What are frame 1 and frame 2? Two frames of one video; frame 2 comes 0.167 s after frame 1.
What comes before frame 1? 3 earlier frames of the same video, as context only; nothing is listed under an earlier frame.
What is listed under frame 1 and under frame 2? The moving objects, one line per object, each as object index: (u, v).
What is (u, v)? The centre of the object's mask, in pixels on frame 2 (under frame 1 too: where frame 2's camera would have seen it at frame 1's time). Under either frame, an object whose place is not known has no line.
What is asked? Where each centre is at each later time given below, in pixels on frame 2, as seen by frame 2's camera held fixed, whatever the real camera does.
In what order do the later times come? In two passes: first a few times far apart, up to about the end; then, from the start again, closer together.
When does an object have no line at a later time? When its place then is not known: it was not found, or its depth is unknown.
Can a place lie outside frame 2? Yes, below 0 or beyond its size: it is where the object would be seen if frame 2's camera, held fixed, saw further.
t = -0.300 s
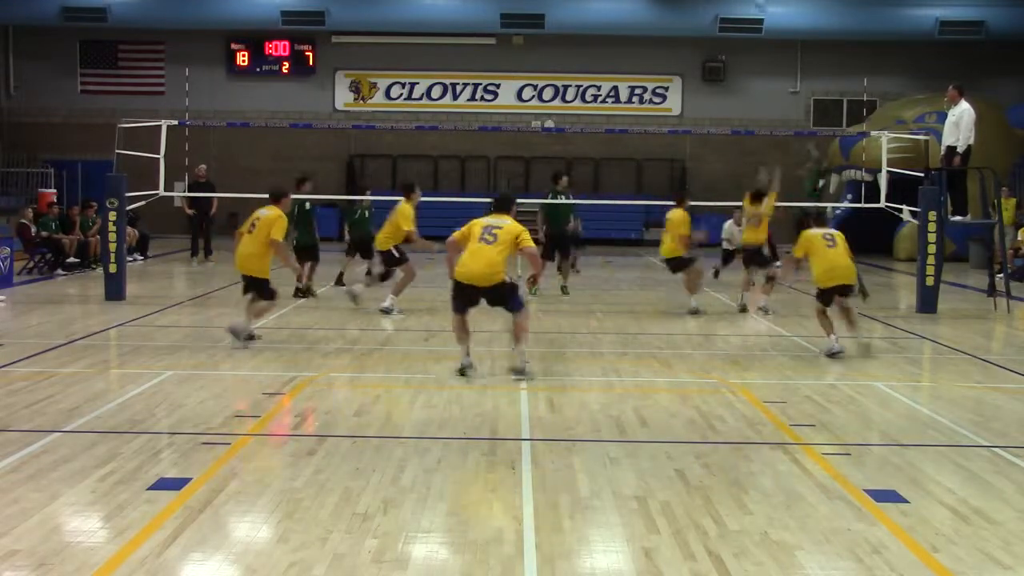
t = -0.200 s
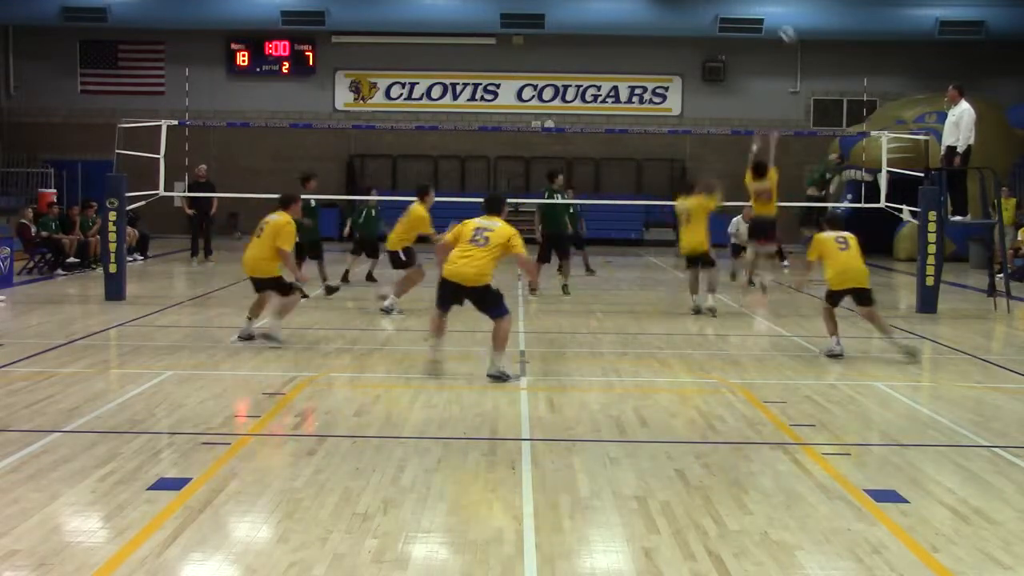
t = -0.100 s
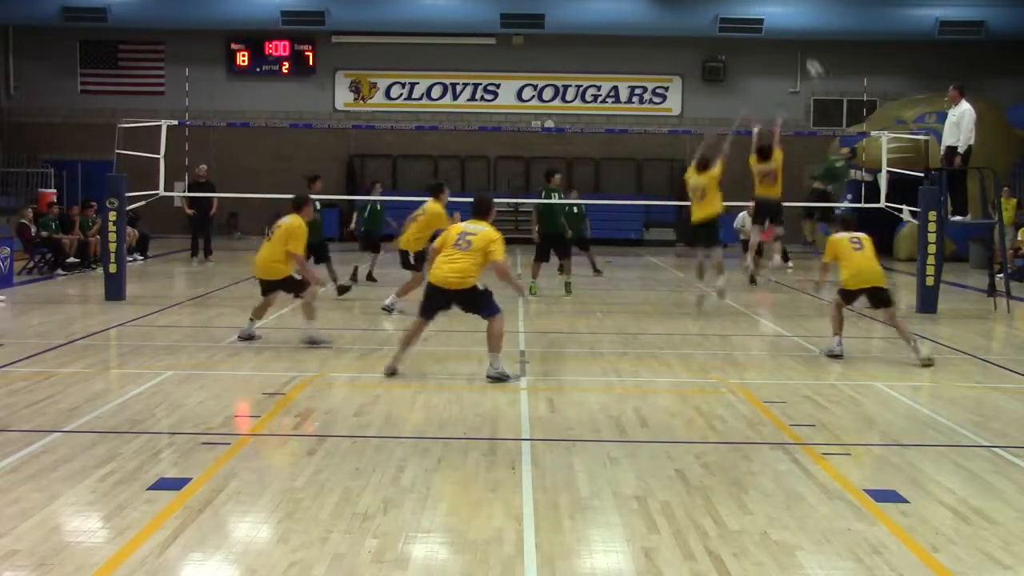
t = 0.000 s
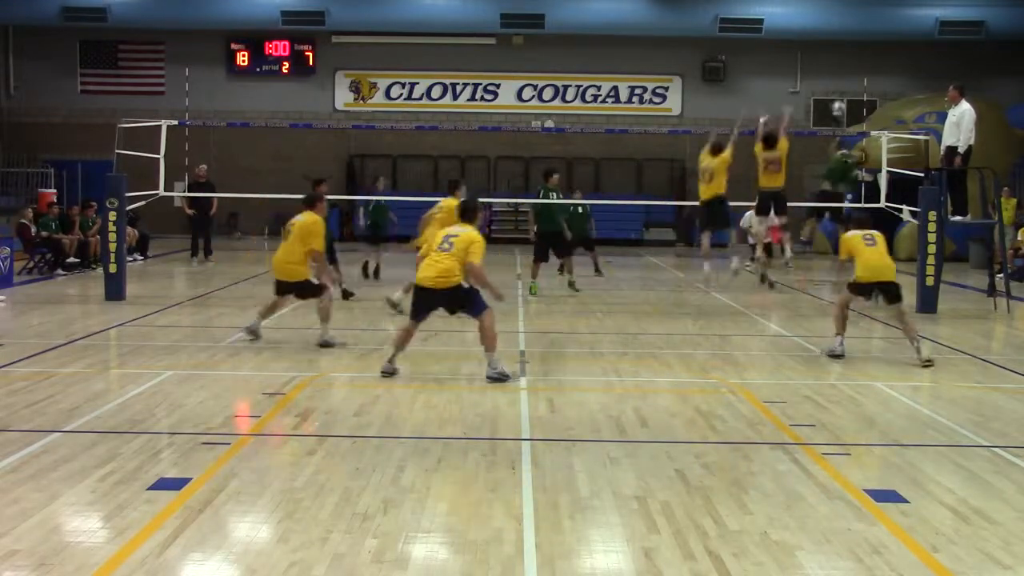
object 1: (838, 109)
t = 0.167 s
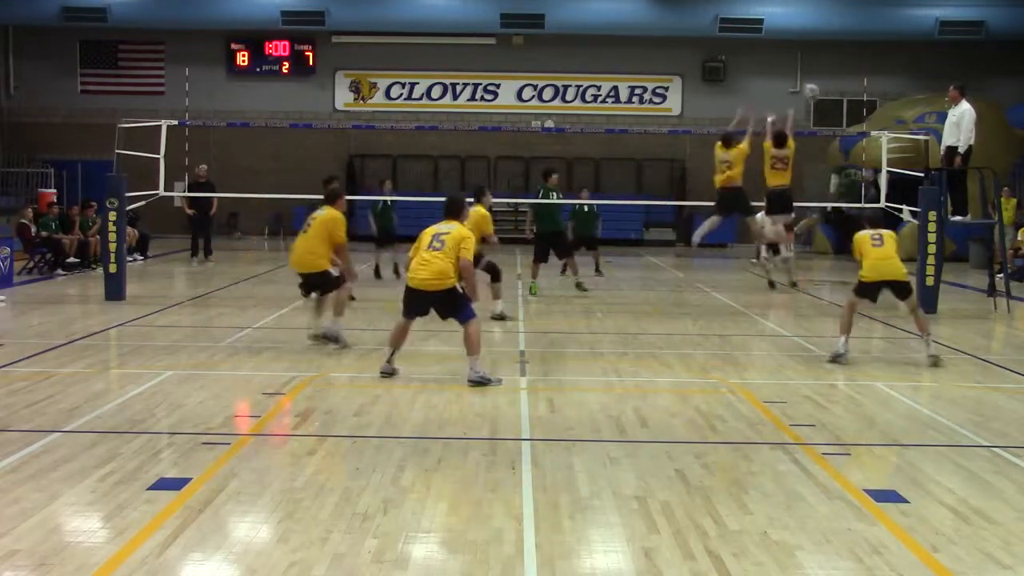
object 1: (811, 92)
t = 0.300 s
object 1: (783, 92)
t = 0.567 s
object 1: (722, 142)
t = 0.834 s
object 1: (645, 295)
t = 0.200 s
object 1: (805, 90)
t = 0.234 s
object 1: (798, 90)
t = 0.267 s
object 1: (791, 90)
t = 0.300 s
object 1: (783, 92)
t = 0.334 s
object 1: (778, 94)
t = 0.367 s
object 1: (771, 97)
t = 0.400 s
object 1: (763, 101)
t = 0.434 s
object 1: (755, 105)
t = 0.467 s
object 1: (747, 113)
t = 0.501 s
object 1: (739, 121)
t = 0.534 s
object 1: (731, 132)
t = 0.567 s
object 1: (722, 142)
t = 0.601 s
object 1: (714, 155)
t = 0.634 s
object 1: (704, 169)
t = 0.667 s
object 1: (694, 184)
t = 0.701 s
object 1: (685, 203)
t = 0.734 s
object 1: (676, 220)
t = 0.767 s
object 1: (664, 242)
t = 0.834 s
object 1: (645, 295)
